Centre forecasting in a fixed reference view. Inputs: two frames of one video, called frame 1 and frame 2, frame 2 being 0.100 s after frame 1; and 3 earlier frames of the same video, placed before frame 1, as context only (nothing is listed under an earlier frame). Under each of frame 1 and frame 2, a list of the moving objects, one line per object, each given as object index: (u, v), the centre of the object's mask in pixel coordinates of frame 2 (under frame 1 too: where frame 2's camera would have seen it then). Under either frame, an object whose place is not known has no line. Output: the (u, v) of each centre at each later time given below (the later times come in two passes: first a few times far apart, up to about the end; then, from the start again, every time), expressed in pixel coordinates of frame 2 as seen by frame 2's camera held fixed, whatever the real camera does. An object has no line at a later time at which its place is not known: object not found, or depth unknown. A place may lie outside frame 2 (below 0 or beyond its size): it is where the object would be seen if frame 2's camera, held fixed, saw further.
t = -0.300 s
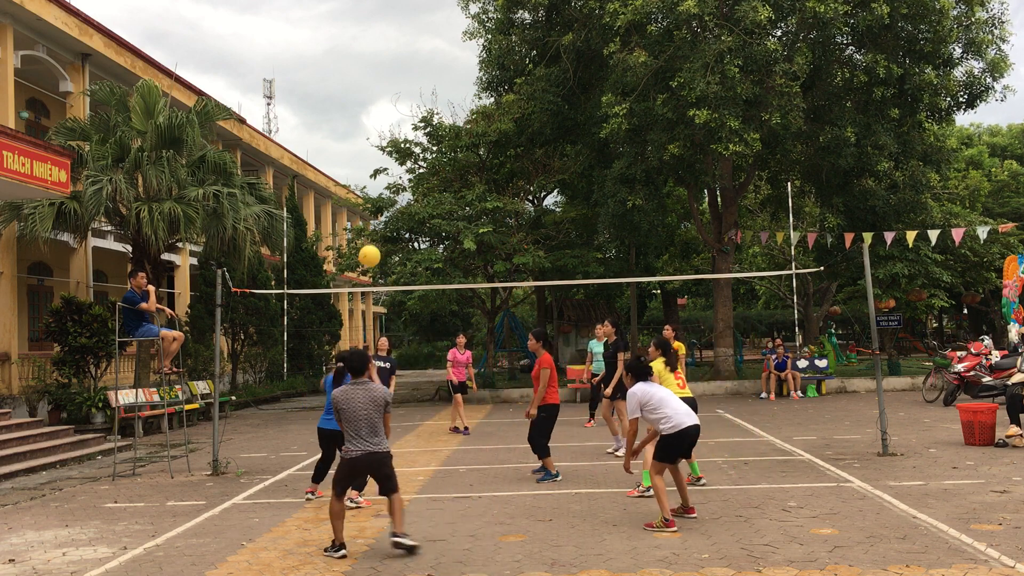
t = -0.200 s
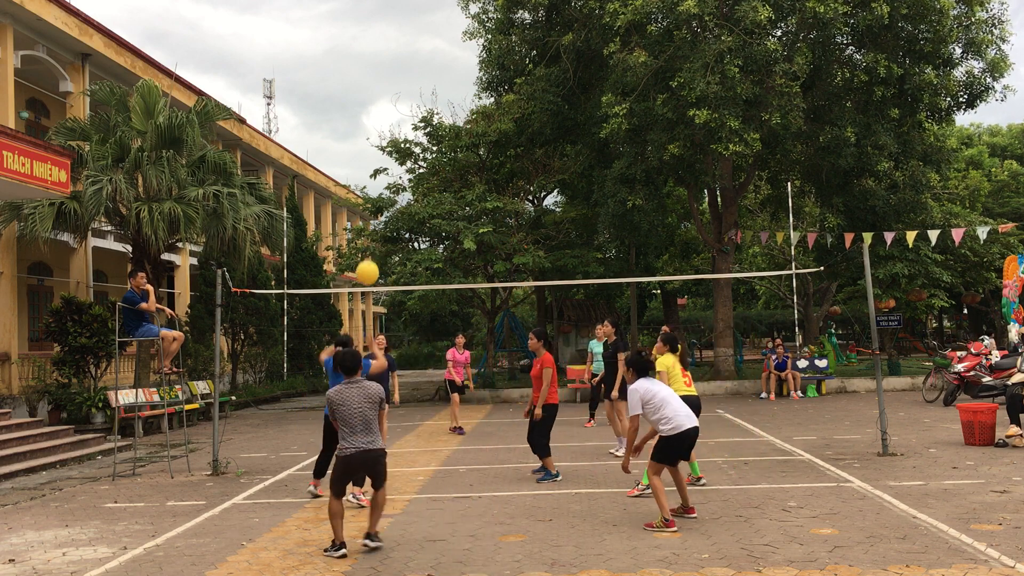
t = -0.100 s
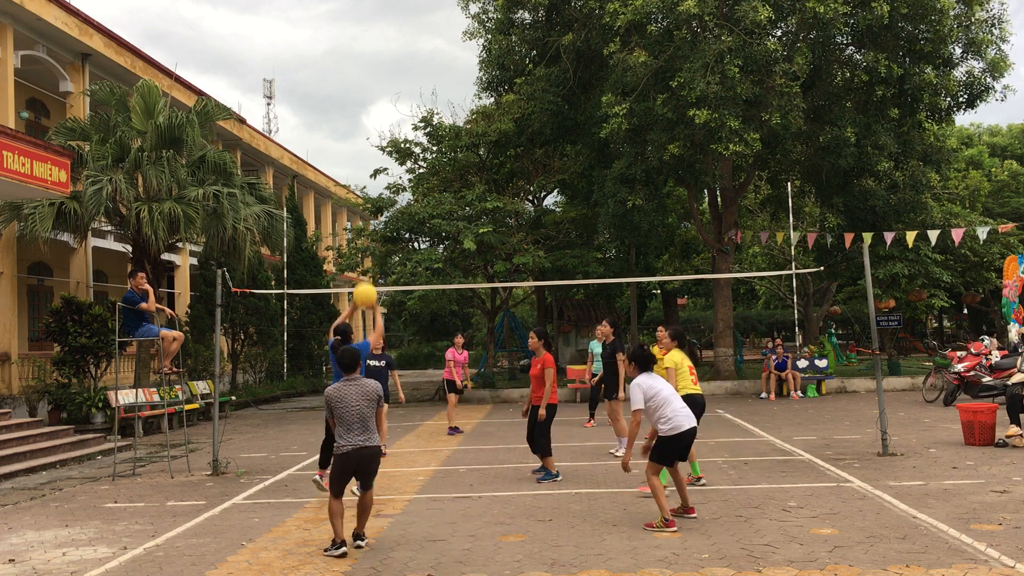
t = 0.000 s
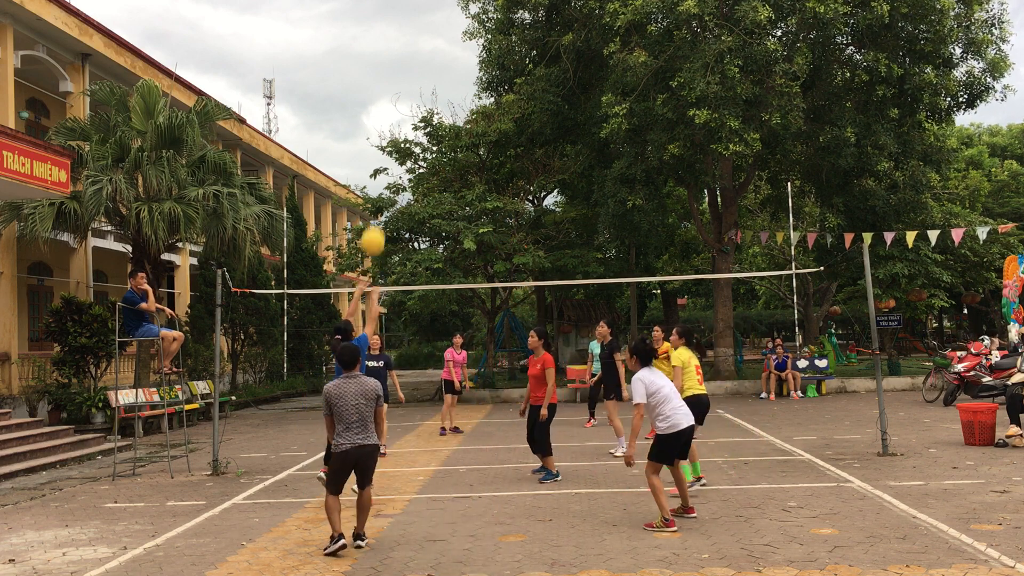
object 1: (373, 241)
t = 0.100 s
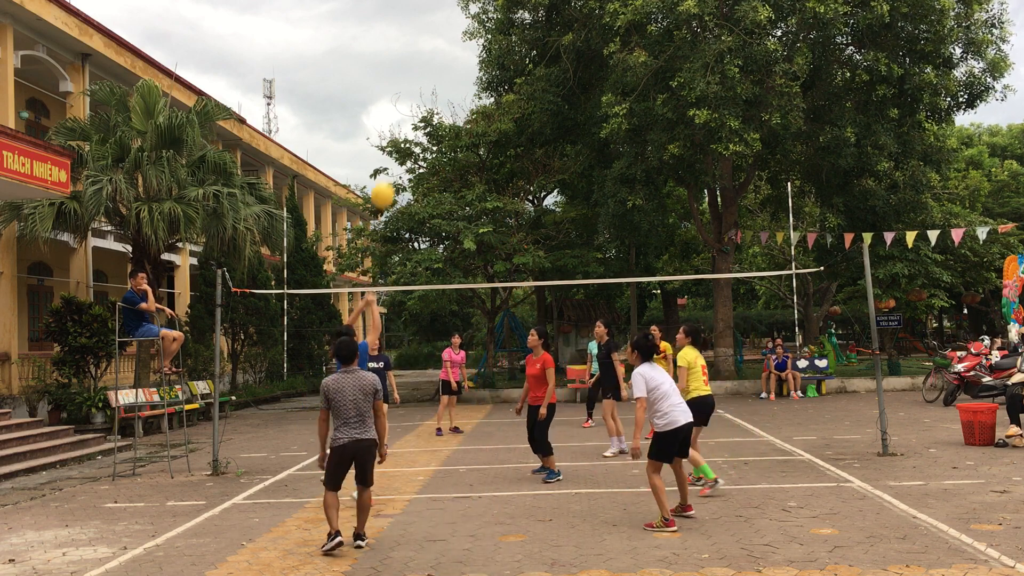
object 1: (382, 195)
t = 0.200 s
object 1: (393, 157)
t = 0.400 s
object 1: (413, 118)
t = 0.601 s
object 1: (433, 116)
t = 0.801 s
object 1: (454, 152)
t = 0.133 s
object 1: (386, 181)
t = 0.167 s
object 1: (390, 169)
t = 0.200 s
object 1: (393, 157)
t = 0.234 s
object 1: (396, 149)
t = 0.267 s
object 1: (399, 141)
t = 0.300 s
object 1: (402, 134)
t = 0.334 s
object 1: (406, 127)
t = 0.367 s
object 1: (409, 122)
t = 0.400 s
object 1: (413, 118)
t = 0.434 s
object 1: (416, 114)
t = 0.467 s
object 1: (419, 113)
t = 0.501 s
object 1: (422, 112)
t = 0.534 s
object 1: (426, 112)
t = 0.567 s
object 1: (429, 113)
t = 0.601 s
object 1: (433, 116)
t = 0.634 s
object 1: (436, 119)
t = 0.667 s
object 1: (440, 124)
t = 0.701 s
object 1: (443, 130)
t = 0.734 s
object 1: (447, 136)
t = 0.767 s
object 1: (450, 143)
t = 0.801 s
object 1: (454, 152)
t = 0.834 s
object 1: (458, 162)
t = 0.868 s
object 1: (462, 173)
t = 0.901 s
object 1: (465, 185)
